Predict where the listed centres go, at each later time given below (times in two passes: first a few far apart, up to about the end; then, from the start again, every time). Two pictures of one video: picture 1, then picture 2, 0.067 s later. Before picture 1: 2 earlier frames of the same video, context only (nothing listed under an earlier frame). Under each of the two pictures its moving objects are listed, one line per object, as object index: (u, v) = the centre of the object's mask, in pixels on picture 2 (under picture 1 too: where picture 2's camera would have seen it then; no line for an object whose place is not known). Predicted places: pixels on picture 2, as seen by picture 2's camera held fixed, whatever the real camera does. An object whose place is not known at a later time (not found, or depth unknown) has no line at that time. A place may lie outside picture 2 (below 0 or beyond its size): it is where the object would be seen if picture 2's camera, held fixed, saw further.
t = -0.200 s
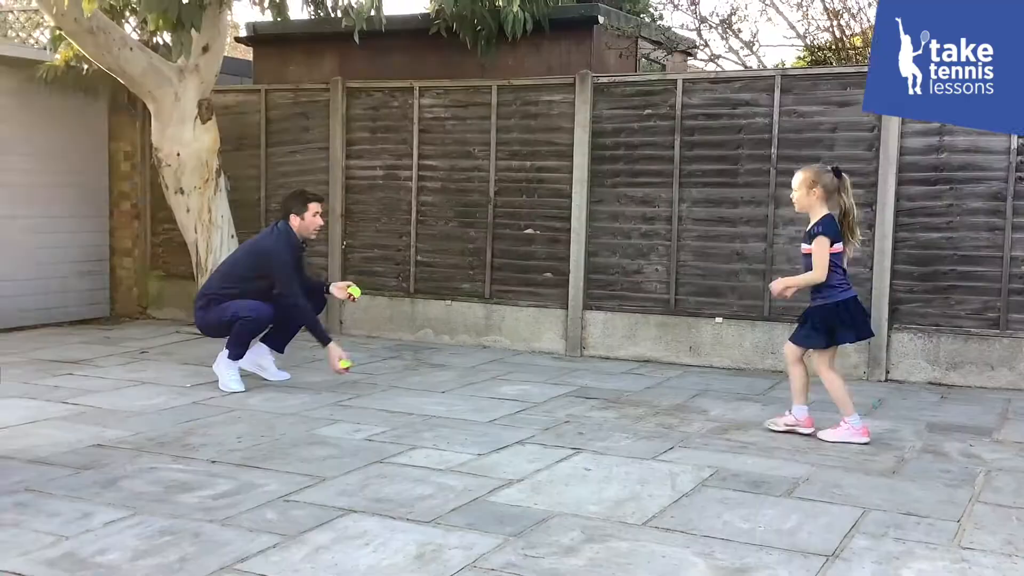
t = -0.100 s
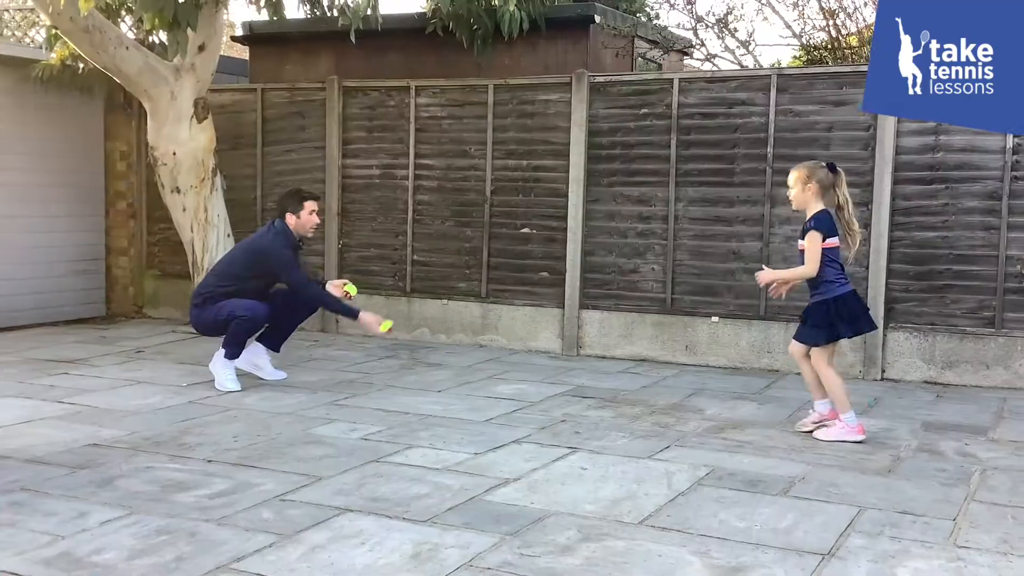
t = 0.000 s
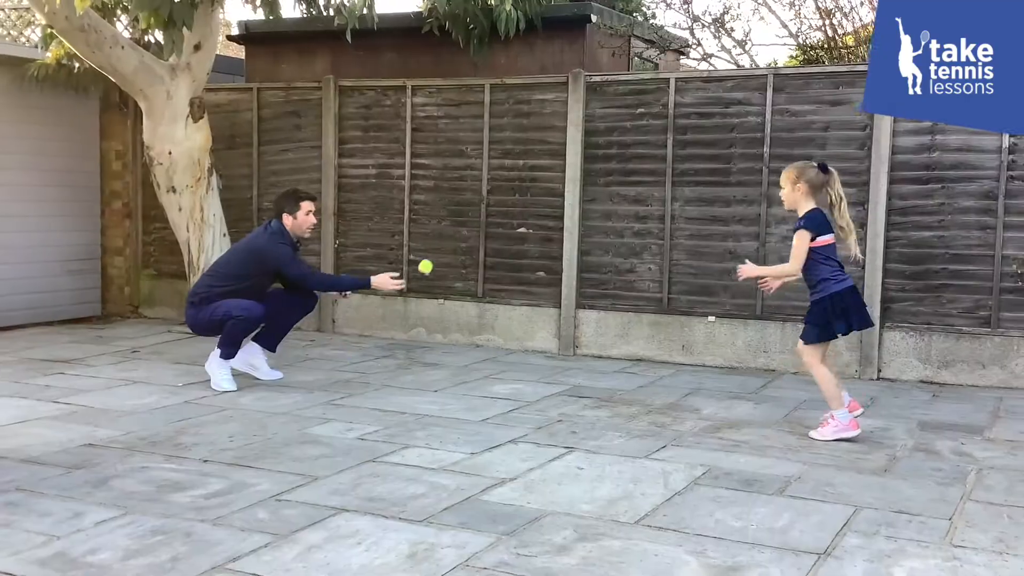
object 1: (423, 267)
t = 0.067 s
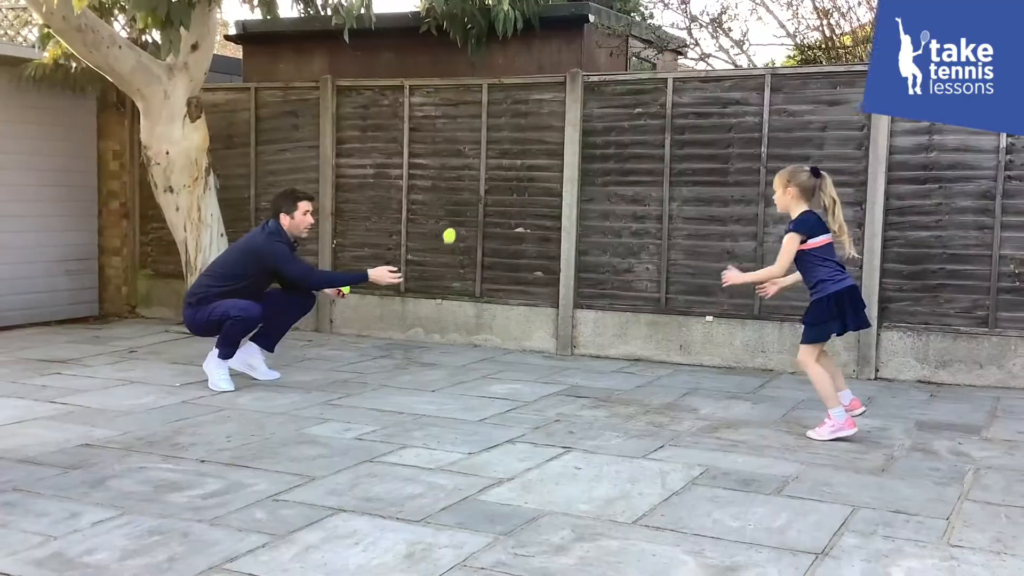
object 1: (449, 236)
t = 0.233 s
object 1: (516, 192)
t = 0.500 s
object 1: (616, 234)
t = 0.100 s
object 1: (462, 223)
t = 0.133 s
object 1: (475, 212)
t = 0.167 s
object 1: (489, 203)
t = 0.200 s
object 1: (503, 197)
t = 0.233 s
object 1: (516, 192)
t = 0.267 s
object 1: (529, 190)
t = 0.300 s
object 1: (543, 190)
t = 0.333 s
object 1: (555, 192)
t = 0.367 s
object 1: (568, 197)
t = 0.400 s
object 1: (581, 204)
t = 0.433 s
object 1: (593, 212)
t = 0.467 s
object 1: (604, 222)
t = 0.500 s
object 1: (616, 234)
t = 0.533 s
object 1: (628, 247)
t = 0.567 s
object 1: (640, 263)
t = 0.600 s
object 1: (652, 281)
